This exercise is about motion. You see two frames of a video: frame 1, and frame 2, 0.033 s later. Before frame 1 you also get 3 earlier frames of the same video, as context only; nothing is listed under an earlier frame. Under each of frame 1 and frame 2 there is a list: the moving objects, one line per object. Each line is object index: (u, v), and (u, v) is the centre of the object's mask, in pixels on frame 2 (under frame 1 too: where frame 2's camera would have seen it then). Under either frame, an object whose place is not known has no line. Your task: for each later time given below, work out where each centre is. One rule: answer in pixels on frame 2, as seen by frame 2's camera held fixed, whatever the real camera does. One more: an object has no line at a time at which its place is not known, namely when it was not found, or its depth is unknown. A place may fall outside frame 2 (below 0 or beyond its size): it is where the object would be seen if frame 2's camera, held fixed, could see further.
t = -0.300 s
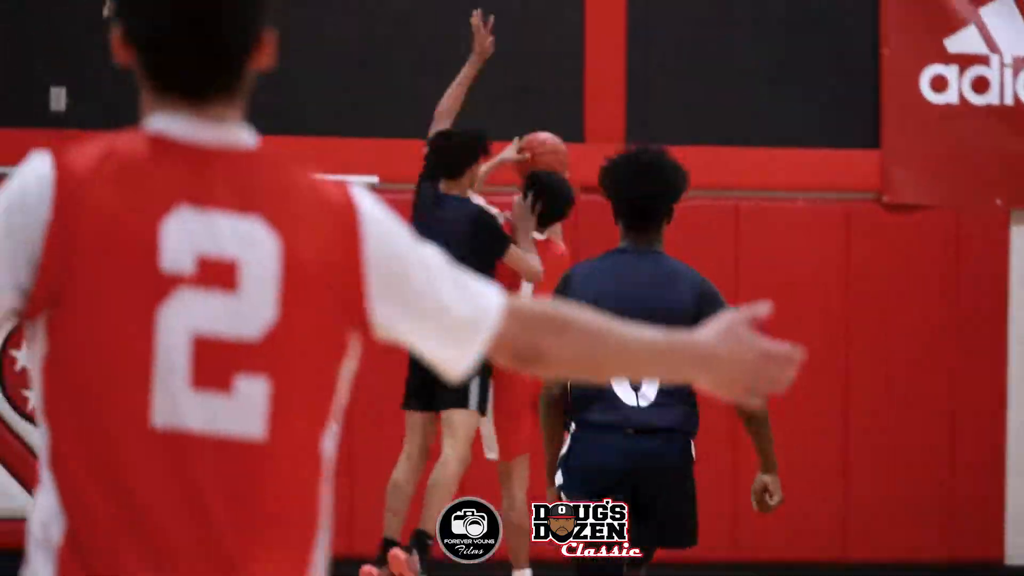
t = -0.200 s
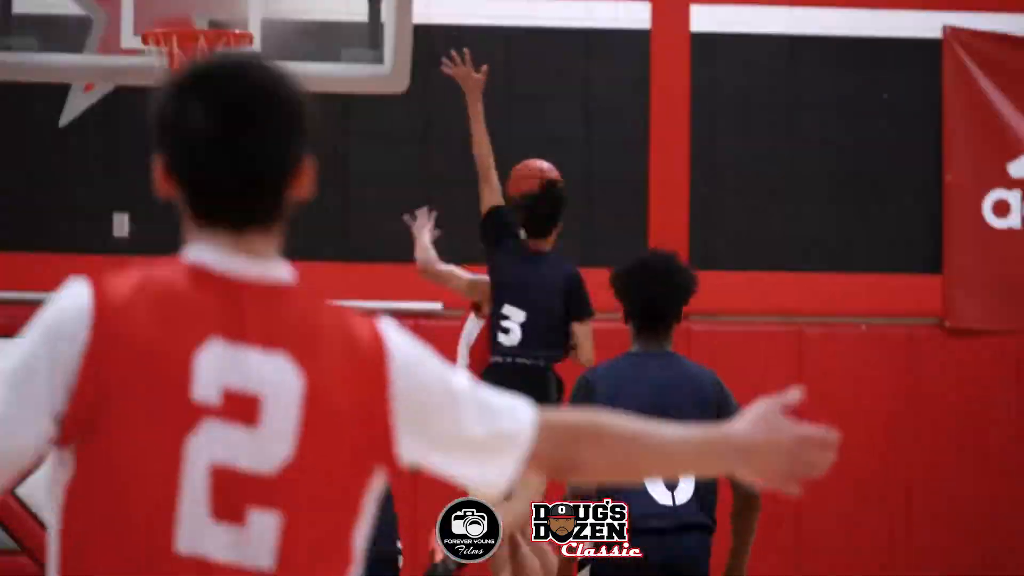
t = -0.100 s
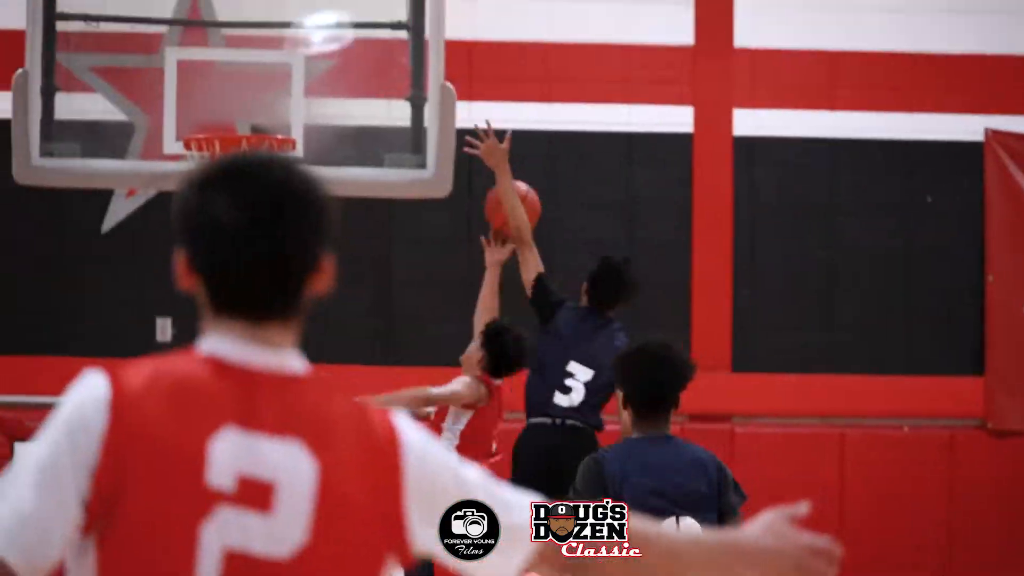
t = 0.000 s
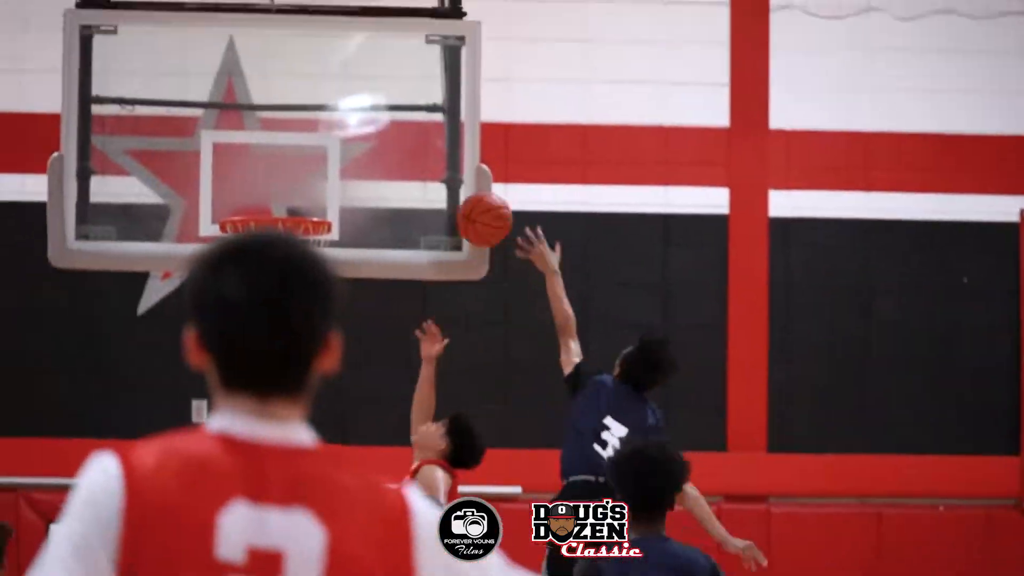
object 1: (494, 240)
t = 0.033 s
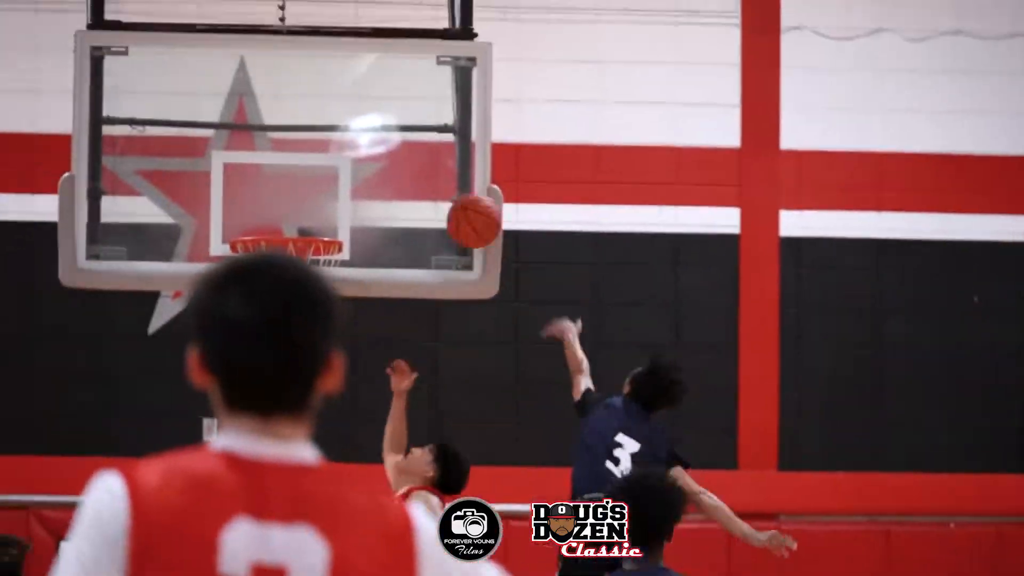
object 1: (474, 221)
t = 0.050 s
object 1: (463, 214)
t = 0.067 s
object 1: (454, 206)
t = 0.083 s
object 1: (445, 199)
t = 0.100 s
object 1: (434, 193)
